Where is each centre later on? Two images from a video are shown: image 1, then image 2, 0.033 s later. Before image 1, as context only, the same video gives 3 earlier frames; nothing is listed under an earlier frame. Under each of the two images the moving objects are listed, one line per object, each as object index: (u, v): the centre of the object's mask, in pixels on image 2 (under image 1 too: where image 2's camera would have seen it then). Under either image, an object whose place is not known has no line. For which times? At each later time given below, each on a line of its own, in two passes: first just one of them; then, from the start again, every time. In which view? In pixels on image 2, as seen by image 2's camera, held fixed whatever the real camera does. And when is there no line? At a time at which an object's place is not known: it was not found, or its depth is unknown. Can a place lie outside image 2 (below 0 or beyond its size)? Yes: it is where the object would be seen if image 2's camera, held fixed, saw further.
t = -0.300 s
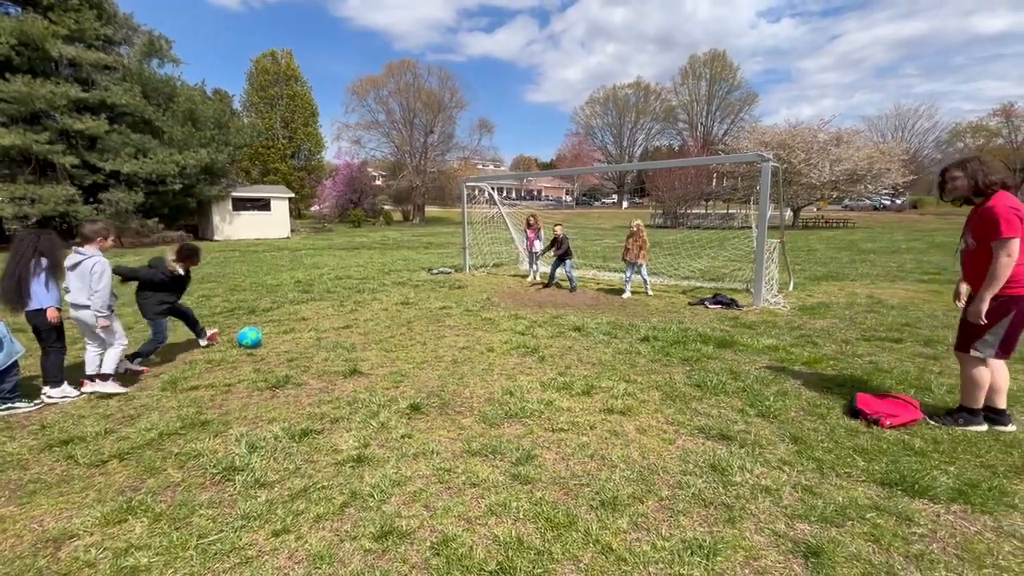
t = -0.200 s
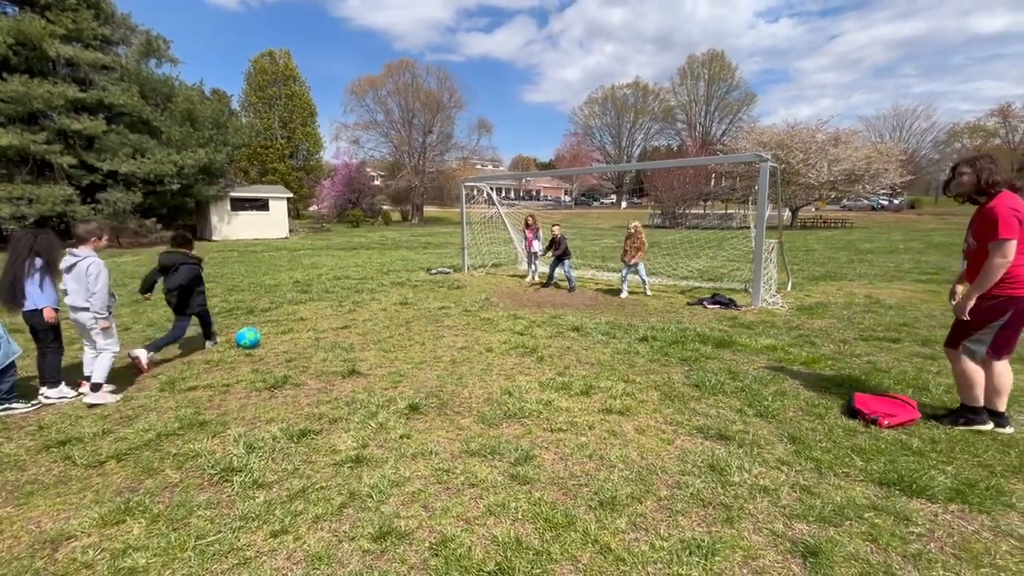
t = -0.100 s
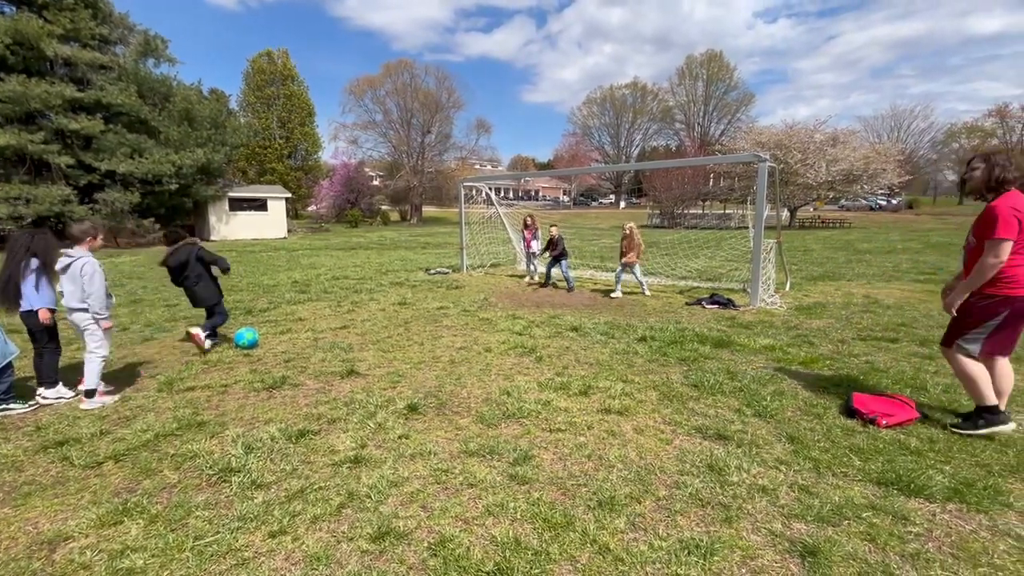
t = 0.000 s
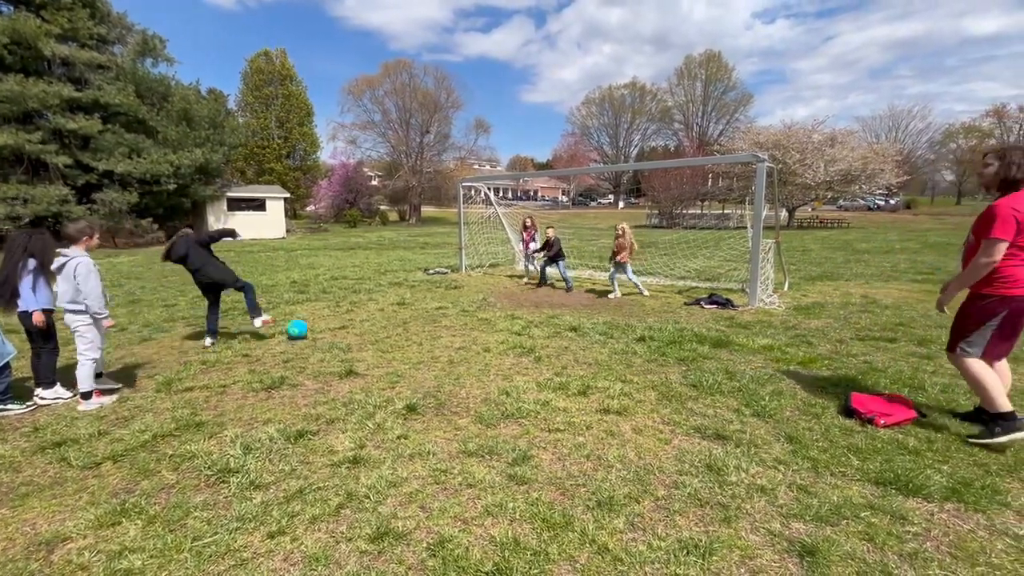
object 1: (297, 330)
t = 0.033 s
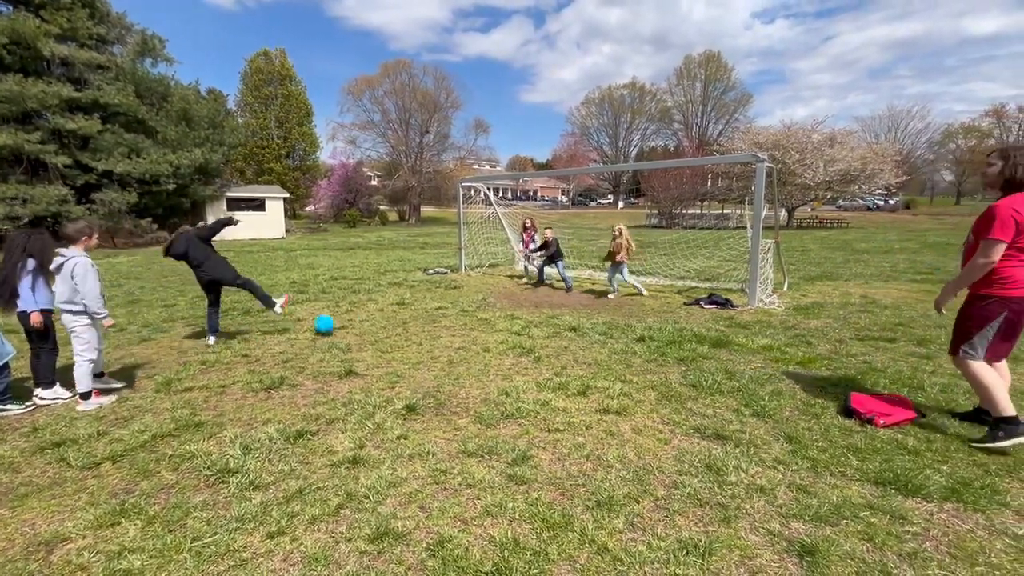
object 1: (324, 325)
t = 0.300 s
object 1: (476, 304)
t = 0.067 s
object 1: (349, 321)
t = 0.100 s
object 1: (374, 318)
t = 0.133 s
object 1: (394, 315)
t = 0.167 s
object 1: (413, 312)
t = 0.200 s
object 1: (431, 310)
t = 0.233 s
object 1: (447, 308)
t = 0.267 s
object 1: (463, 306)
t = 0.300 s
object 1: (476, 304)
